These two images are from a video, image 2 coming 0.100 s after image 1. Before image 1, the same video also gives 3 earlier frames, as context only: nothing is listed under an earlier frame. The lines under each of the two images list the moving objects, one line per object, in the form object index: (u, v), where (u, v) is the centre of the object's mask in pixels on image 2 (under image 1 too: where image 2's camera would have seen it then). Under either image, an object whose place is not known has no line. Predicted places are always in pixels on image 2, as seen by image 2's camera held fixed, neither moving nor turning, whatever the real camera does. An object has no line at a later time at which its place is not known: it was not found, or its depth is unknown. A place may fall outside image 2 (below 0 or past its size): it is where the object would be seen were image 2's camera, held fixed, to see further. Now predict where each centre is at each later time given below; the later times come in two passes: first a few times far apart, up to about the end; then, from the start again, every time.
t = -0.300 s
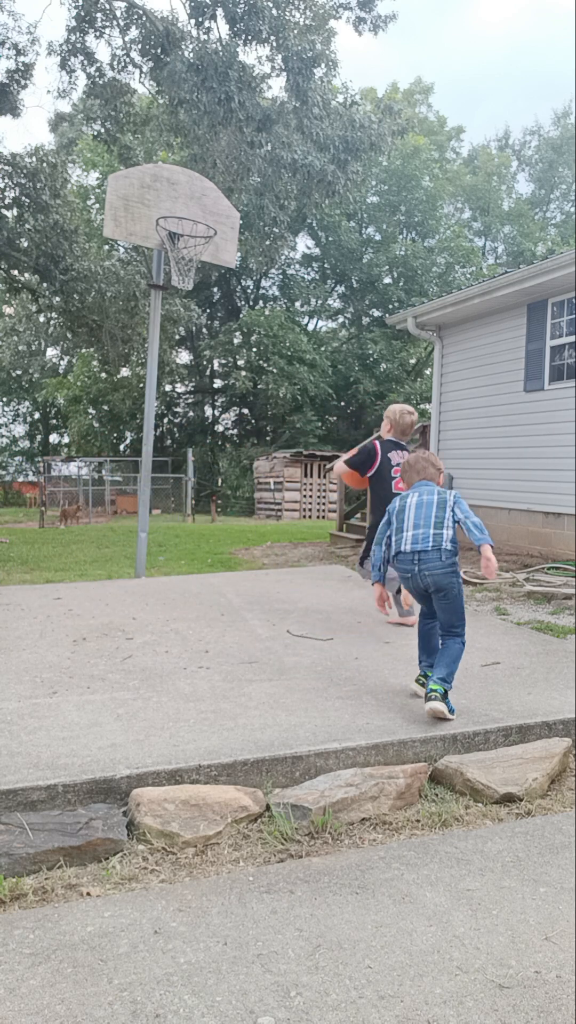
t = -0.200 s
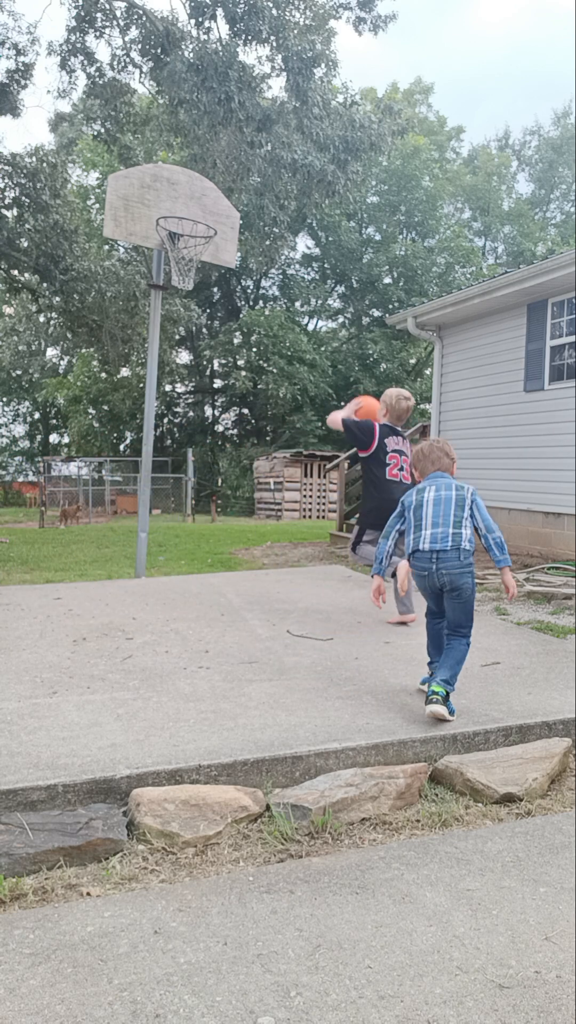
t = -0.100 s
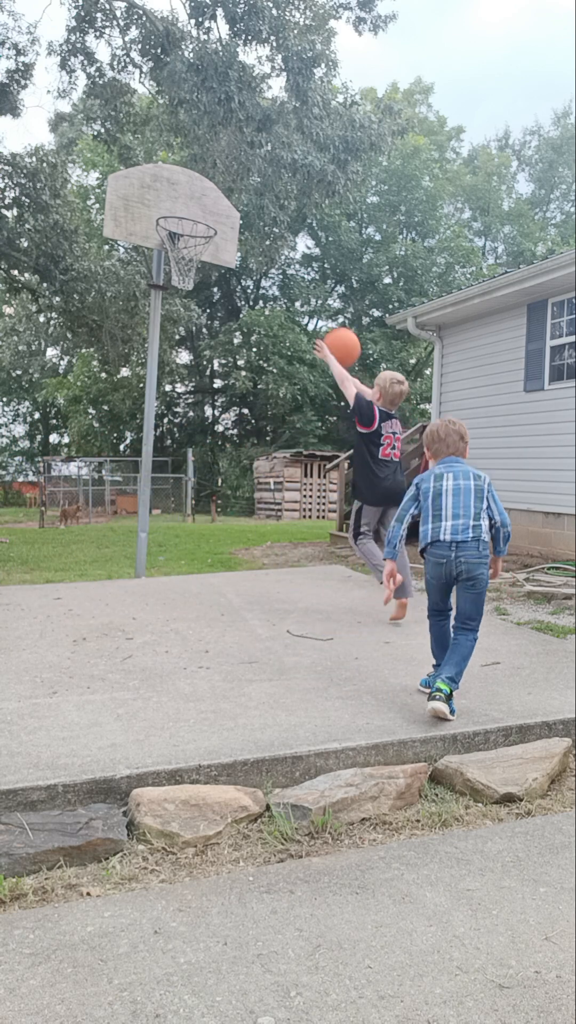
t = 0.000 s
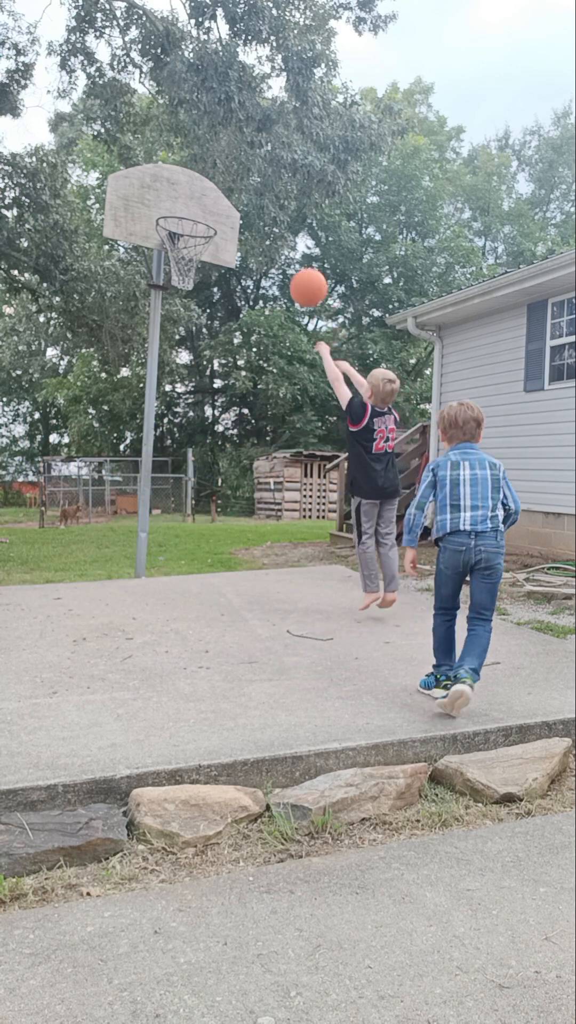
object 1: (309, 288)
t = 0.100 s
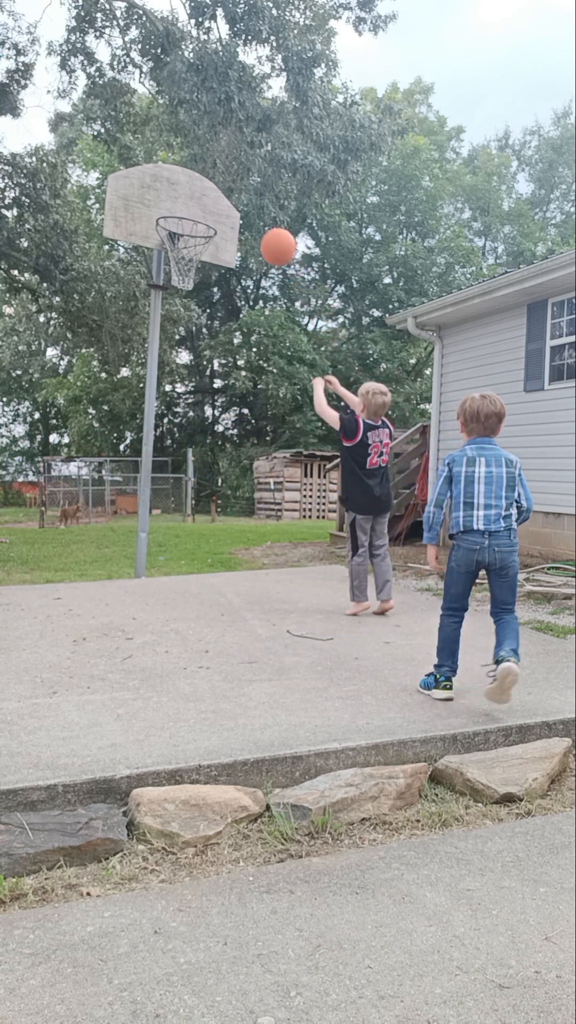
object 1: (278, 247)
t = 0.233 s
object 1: (242, 218)
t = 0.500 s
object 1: (228, 214)
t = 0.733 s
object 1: (270, 272)
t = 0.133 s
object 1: (269, 237)
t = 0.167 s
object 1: (259, 229)
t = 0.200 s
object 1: (251, 223)
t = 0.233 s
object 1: (242, 218)
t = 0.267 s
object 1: (234, 215)
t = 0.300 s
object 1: (225, 214)
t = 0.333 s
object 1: (217, 214)
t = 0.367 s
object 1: (209, 216)
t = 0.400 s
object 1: (211, 215)
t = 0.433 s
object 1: (217, 213)
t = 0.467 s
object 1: (222, 213)
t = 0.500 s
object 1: (228, 214)
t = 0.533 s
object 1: (233, 217)
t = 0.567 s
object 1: (239, 222)
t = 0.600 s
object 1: (245, 229)
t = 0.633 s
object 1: (251, 237)
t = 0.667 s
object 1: (257, 246)
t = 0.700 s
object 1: (263, 258)
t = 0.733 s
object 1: (270, 272)
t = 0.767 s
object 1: (276, 288)
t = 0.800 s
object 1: (283, 306)
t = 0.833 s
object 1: (290, 326)
